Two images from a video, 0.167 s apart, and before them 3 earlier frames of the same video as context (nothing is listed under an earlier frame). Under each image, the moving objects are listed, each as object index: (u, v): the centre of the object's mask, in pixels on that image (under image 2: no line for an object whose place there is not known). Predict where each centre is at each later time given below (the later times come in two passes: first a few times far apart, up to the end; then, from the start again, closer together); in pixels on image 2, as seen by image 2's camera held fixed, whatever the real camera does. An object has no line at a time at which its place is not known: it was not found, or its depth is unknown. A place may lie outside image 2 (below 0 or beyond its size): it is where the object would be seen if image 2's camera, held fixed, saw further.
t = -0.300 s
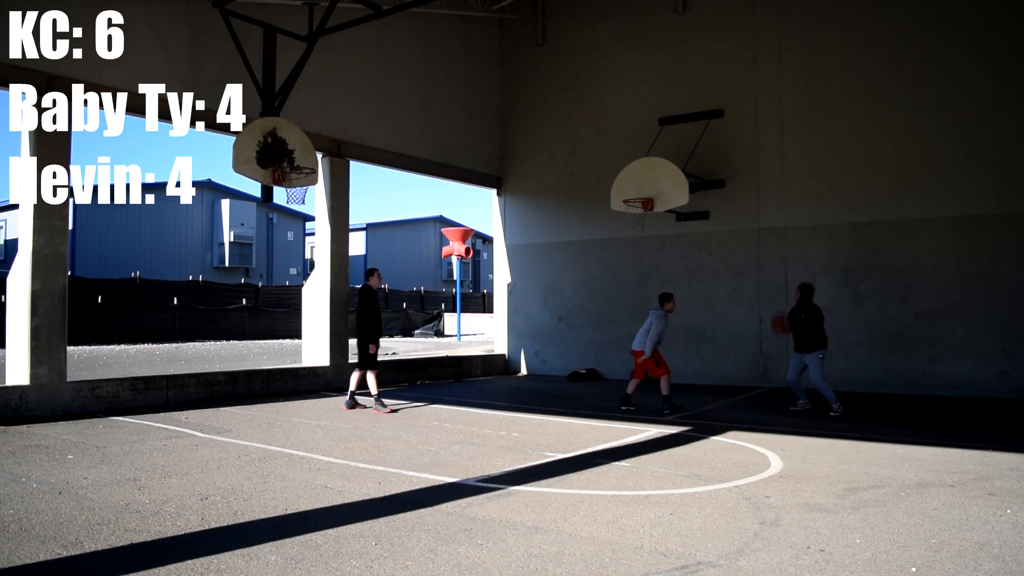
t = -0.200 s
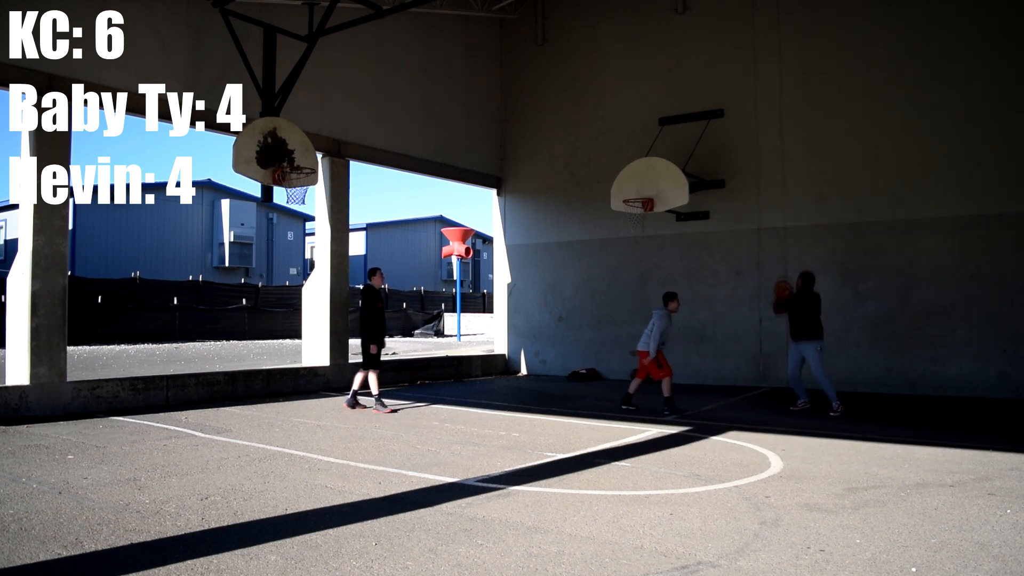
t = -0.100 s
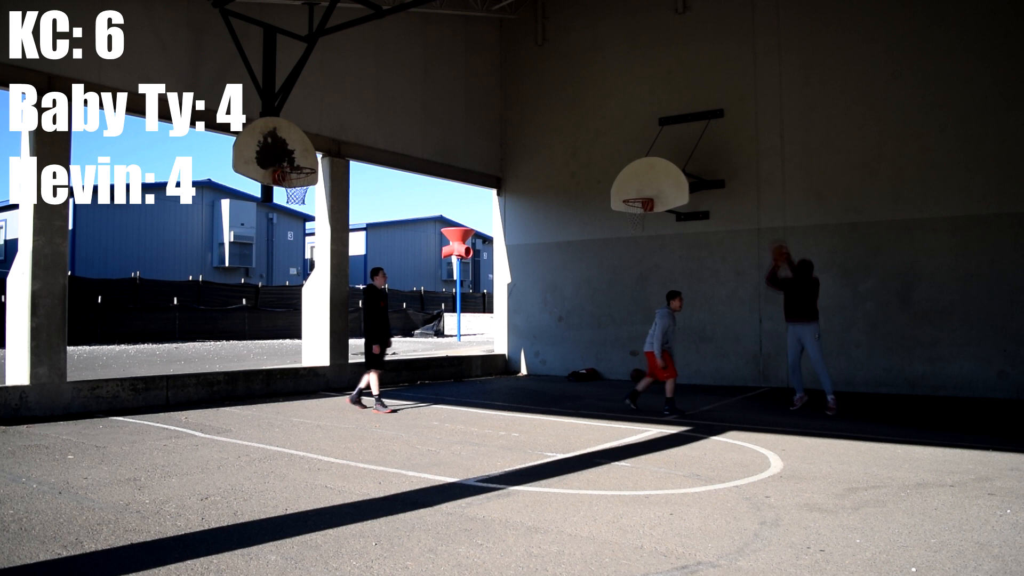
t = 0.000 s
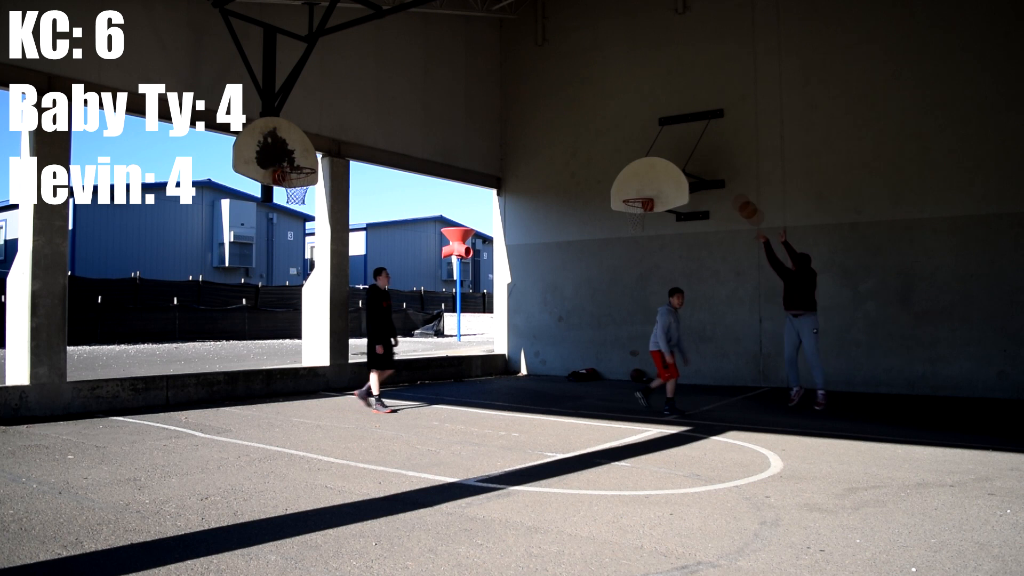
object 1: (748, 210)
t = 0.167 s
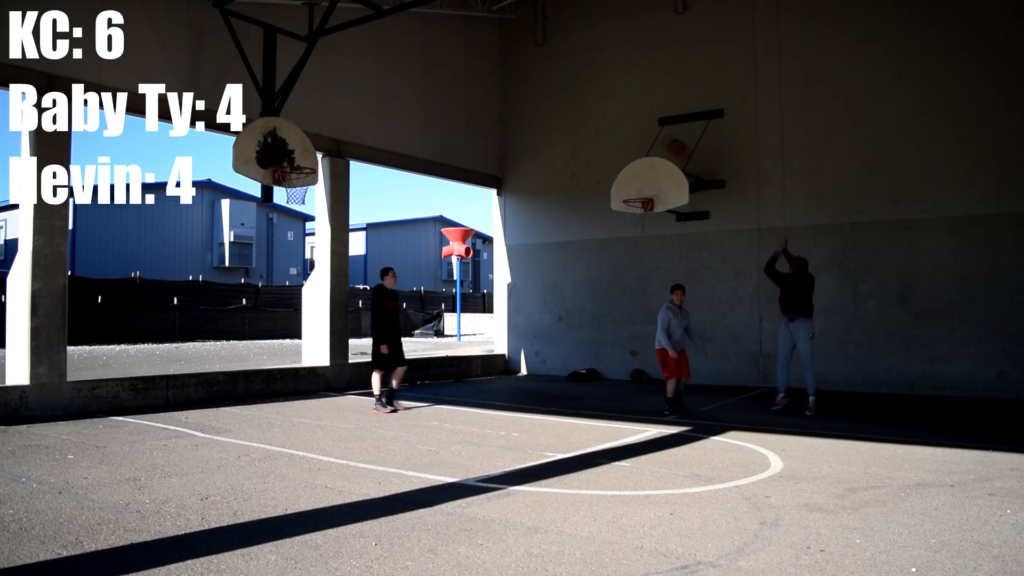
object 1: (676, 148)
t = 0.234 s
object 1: (647, 129)
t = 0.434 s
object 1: (562, 91)
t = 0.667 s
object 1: (461, 84)
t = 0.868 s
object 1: (376, 110)
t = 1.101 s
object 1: (298, 171)
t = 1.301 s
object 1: (298, 190)
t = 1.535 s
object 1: (289, 211)
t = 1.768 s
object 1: (281, 274)
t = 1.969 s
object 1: (273, 365)
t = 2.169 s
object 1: (270, 364)
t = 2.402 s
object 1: (266, 308)
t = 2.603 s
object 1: (264, 295)
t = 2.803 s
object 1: (260, 318)
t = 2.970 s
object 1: (257, 362)
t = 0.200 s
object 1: (662, 138)
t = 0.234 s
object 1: (647, 129)
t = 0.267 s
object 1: (633, 120)
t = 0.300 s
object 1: (619, 113)
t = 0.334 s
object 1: (605, 106)
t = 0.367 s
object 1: (590, 100)
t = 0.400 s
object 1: (576, 95)
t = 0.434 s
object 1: (562, 91)
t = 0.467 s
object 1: (547, 88)
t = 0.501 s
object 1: (532, 85)
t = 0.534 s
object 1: (518, 83)
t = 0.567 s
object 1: (505, 82)
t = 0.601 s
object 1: (490, 82)
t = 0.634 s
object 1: (476, 82)
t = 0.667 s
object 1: (461, 84)
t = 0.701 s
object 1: (448, 86)
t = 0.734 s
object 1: (433, 90)
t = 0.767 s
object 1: (419, 94)
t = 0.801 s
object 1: (404, 98)
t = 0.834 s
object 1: (390, 103)
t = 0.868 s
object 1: (376, 110)
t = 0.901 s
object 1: (362, 117)
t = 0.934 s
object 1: (347, 126)
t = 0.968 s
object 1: (333, 135)
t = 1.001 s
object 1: (319, 144)
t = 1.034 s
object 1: (304, 156)
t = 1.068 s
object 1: (292, 166)
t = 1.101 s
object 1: (298, 171)
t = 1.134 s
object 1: (299, 172)
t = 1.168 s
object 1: (300, 176)
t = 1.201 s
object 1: (301, 182)
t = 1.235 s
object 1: (300, 187)
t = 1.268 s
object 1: (299, 189)
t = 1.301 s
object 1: (298, 190)
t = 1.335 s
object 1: (296, 191)
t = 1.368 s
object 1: (295, 192)
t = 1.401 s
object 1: (294, 193)
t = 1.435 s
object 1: (292, 196)
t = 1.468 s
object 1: (291, 200)
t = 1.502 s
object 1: (290, 206)
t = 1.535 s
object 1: (289, 211)
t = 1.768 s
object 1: (281, 274)
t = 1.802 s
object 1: (280, 286)
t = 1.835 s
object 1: (279, 301)
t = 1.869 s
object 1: (277, 318)
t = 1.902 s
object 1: (276, 332)
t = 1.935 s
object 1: (274, 347)
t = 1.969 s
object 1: (273, 365)
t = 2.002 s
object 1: (271, 385)
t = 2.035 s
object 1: (271, 399)
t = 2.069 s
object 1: (270, 396)
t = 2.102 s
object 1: (270, 386)
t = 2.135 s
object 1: (269, 375)
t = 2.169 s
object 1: (270, 364)
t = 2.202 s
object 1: (269, 351)
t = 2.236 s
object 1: (268, 341)
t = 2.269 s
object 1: (267, 335)
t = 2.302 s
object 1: (267, 327)
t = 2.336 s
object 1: (267, 320)
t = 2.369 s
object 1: (267, 313)
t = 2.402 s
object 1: (266, 308)
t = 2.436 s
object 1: (266, 304)
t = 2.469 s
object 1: (266, 300)
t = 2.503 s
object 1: (265, 297)
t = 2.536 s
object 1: (265, 296)
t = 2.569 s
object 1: (264, 295)
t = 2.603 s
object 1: (264, 295)
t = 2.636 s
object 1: (263, 296)
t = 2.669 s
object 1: (263, 298)
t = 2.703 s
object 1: (262, 302)
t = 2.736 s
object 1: (262, 306)
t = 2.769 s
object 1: (261, 311)
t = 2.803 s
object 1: (260, 318)
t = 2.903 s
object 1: (258, 339)
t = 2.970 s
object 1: (257, 362)
